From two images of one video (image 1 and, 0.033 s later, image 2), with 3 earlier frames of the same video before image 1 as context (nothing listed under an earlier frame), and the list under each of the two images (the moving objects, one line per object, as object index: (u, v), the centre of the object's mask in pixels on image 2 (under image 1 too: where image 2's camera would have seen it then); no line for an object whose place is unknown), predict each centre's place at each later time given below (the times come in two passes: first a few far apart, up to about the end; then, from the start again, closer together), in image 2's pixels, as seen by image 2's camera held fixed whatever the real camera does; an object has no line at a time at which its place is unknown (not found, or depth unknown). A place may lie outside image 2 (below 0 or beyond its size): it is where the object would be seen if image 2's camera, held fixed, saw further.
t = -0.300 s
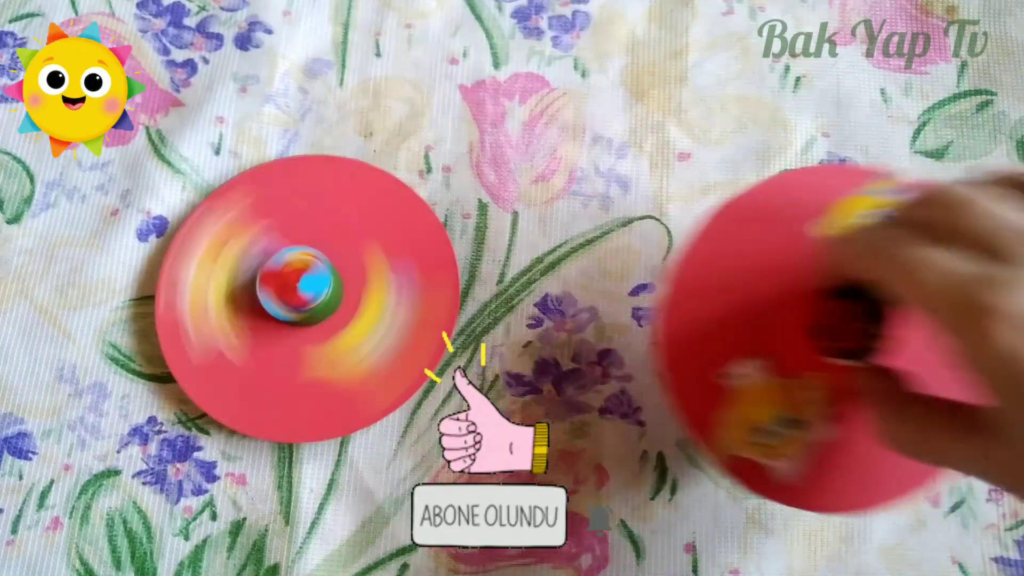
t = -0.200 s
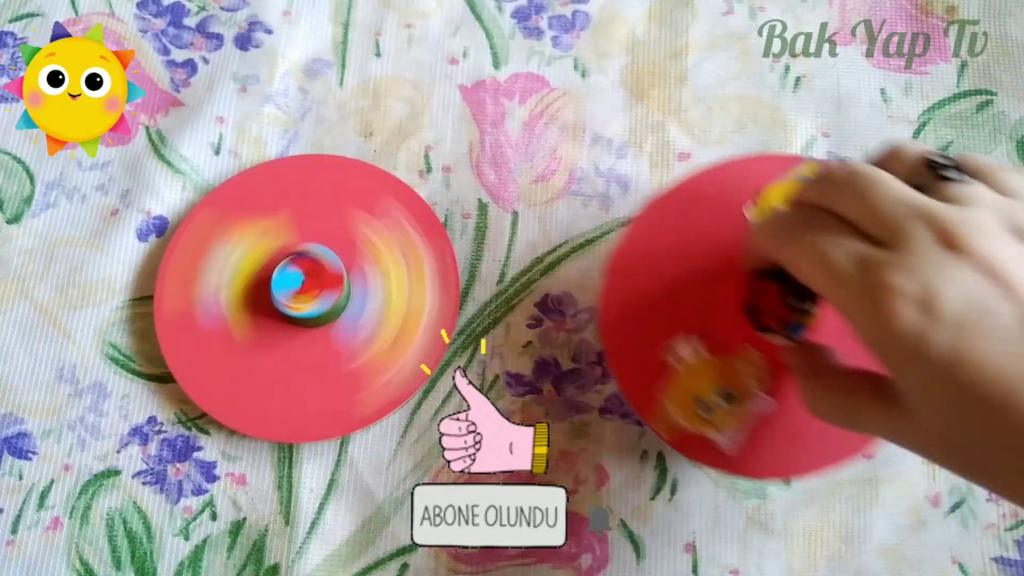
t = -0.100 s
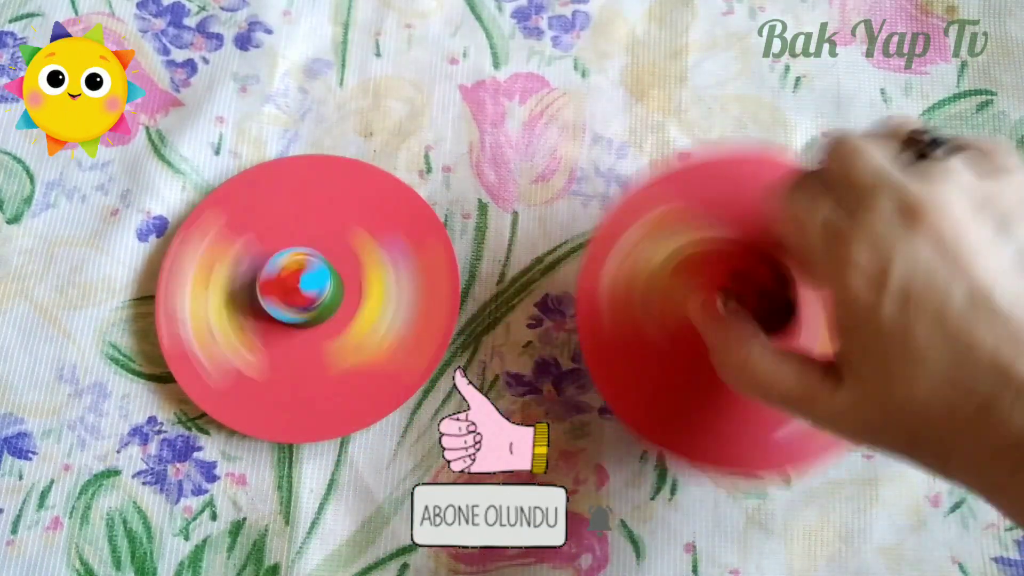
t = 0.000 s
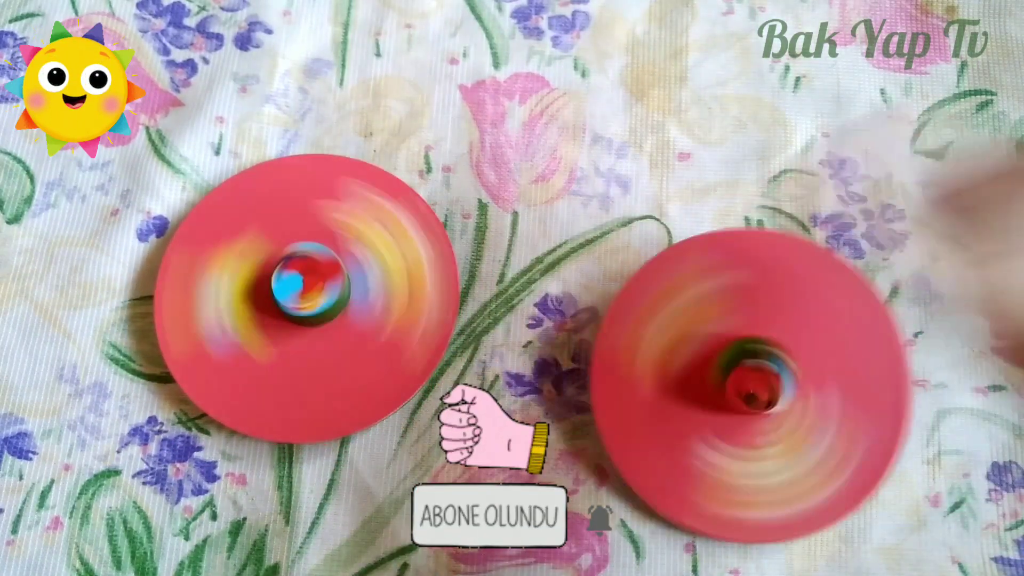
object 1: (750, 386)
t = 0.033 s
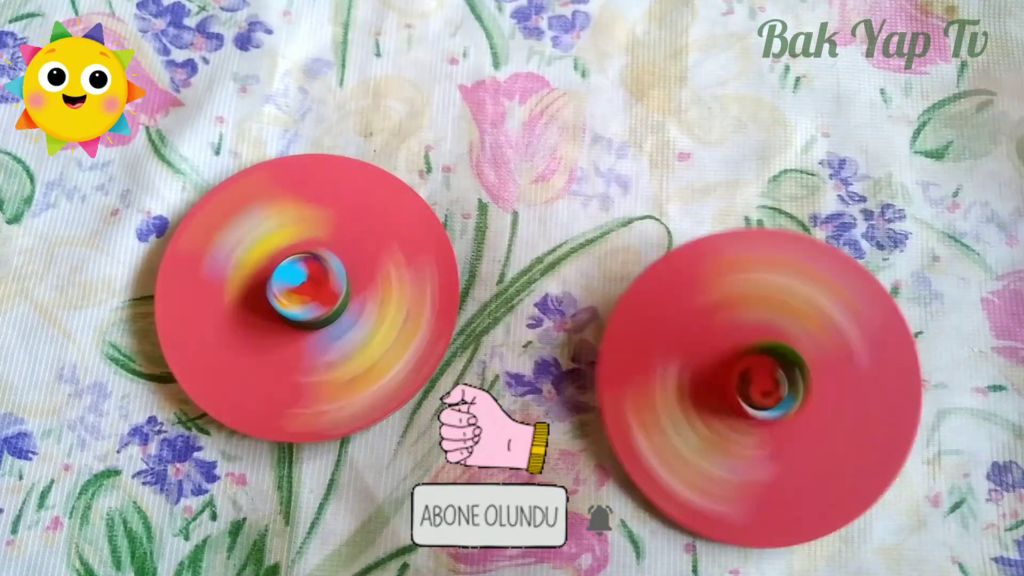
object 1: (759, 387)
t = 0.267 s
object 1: (779, 393)
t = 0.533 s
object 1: (785, 395)
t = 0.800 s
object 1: (790, 399)
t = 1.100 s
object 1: (799, 406)
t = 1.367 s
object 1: (803, 411)
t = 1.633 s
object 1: (802, 413)
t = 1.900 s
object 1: (801, 413)
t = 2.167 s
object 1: (800, 412)
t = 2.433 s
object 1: (800, 411)
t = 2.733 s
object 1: (800, 410)
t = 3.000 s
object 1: (800, 410)
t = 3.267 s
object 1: (800, 410)
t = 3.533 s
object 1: (800, 411)
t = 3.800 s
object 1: (801, 411)
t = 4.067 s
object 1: (802, 411)
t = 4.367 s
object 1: (802, 410)
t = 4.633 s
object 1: (800, 410)
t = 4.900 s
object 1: (801, 411)
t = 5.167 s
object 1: (802, 410)
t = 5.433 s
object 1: (801, 410)
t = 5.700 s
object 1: (801, 411)
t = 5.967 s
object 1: (801, 410)
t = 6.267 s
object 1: (802, 411)
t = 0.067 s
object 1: (760, 393)
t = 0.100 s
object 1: (767, 392)
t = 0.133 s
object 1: (772, 395)
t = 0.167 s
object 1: (775, 395)
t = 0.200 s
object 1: (776, 396)
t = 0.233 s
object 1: (777, 394)
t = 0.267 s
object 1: (779, 393)
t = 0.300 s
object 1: (780, 393)
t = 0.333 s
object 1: (781, 394)
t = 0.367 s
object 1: (782, 395)
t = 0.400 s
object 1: (781, 394)
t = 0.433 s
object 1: (781, 393)
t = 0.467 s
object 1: (783, 393)
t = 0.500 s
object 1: (784, 393)
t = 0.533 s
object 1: (785, 395)
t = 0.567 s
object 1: (785, 396)
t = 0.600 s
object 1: (785, 396)
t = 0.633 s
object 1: (785, 395)
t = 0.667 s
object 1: (787, 395)
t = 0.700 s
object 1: (789, 396)
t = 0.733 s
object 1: (789, 397)
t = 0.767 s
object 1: (790, 399)
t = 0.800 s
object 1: (790, 399)
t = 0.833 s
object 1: (790, 399)
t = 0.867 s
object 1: (791, 399)
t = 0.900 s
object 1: (793, 399)
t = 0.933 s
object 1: (794, 402)
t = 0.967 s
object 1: (795, 403)
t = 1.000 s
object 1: (795, 405)
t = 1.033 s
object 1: (795, 405)
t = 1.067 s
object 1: (797, 405)
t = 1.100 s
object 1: (799, 406)
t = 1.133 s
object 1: (801, 408)
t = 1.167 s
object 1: (801, 409)
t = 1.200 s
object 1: (801, 411)
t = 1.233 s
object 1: (801, 410)
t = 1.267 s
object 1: (801, 410)
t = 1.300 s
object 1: (802, 409)
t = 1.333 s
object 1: (803, 410)
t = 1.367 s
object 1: (803, 411)
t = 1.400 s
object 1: (803, 412)
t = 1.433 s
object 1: (802, 412)
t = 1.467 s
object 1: (801, 411)
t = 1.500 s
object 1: (802, 410)
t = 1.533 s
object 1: (802, 410)
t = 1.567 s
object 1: (803, 411)
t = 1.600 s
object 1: (803, 412)
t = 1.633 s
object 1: (802, 413)
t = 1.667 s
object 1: (801, 412)
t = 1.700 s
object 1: (801, 412)
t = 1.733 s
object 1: (801, 411)
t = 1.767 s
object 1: (802, 411)
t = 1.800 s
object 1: (803, 411)
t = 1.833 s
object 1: (803, 412)
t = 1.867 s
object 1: (802, 413)
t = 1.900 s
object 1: (801, 413)
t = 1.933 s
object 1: (800, 412)
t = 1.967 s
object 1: (800, 411)
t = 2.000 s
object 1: (801, 410)
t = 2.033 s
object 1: (802, 411)
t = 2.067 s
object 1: (802, 412)
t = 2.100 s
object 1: (802, 412)
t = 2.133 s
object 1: (801, 412)
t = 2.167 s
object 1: (800, 412)
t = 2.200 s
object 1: (800, 411)
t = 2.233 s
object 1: (801, 410)
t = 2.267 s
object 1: (801, 410)
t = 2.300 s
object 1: (802, 411)
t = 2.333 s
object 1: (801, 412)
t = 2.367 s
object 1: (801, 412)
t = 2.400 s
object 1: (800, 412)
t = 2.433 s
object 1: (800, 411)
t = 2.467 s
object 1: (800, 410)
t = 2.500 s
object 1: (801, 410)
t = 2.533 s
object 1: (801, 410)
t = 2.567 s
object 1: (802, 411)
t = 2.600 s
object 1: (801, 411)
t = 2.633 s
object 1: (801, 412)
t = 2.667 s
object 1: (800, 411)
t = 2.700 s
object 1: (800, 410)
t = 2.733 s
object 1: (800, 410)
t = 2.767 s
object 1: (801, 409)
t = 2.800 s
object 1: (802, 410)
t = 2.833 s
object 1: (802, 411)
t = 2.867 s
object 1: (801, 411)
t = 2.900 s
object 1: (801, 411)
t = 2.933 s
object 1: (800, 411)
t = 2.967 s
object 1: (800, 411)
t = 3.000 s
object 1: (800, 410)
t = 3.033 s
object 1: (801, 409)
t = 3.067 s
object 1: (802, 409)
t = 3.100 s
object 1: (802, 410)
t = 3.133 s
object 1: (802, 411)
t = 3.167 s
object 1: (801, 411)
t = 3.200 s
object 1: (801, 412)
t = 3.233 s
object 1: (800, 411)
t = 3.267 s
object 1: (800, 410)
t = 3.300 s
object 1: (800, 409)
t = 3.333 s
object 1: (801, 409)
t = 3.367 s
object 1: (802, 410)
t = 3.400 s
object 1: (802, 411)
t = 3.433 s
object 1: (802, 411)
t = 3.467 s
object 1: (802, 411)
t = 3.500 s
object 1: (801, 411)
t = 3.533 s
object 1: (800, 411)
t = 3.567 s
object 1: (800, 410)
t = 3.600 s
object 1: (800, 410)
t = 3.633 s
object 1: (801, 409)
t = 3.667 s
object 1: (802, 410)
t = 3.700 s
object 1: (802, 410)
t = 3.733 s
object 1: (802, 411)
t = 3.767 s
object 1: (802, 411)
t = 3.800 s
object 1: (801, 411)
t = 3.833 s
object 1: (801, 411)
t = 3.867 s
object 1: (800, 411)
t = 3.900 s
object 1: (800, 410)
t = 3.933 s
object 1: (801, 410)
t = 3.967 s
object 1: (801, 409)
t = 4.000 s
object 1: (802, 410)
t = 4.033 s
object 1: (802, 410)
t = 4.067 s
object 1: (802, 411)
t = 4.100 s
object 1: (802, 411)
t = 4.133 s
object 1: (801, 412)
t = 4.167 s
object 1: (801, 411)
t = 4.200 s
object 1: (800, 411)
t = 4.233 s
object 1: (800, 410)
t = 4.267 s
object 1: (800, 410)
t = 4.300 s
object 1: (801, 410)
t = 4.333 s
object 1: (802, 410)
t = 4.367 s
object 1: (802, 410)
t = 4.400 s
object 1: (802, 411)
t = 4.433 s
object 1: (802, 411)
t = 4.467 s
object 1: (801, 411)
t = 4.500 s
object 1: (801, 411)
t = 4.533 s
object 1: (801, 411)
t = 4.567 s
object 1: (800, 411)
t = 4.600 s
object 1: (800, 410)
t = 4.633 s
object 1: (800, 410)
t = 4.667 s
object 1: (801, 409)
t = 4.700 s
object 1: (802, 409)
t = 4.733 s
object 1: (802, 410)
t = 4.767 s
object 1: (802, 410)
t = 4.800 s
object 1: (802, 411)
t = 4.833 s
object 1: (802, 411)
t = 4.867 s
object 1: (801, 411)
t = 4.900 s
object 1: (801, 411)
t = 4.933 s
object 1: (801, 411)
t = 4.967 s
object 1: (800, 411)
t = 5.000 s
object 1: (800, 410)
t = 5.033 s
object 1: (801, 410)
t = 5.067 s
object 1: (801, 410)
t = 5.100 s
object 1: (802, 410)
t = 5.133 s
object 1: (802, 410)
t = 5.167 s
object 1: (802, 410)
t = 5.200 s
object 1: (802, 410)
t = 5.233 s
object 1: (802, 411)
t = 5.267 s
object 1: (802, 411)
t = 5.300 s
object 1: (801, 411)
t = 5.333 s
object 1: (801, 411)
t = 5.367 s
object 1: (801, 411)
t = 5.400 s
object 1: (801, 411)
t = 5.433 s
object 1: (801, 410)
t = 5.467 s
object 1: (801, 410)
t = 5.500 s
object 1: (801, 410)
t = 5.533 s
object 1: (801, 410)
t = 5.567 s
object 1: (802, 410)
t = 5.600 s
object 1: (802, 410)
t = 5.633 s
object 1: (802, 411)
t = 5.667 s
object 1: (802, 411)
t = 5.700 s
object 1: (801, 411)
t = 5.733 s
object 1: (801, 411)
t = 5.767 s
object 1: (801, 411)
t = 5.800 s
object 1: (801, 411)
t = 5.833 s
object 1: (801, 411)
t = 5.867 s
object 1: (800, 411)
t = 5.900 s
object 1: (800, 411)
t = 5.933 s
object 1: (800, 410)
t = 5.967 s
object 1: (801, 410)
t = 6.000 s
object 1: (801, 410)
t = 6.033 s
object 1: (801, 410)
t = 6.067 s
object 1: (801, 410)
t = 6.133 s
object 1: (801, 410)
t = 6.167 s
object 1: (802, 410)
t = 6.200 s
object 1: (802, 410)
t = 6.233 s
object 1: (802, 410)
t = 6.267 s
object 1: (802, 411)
